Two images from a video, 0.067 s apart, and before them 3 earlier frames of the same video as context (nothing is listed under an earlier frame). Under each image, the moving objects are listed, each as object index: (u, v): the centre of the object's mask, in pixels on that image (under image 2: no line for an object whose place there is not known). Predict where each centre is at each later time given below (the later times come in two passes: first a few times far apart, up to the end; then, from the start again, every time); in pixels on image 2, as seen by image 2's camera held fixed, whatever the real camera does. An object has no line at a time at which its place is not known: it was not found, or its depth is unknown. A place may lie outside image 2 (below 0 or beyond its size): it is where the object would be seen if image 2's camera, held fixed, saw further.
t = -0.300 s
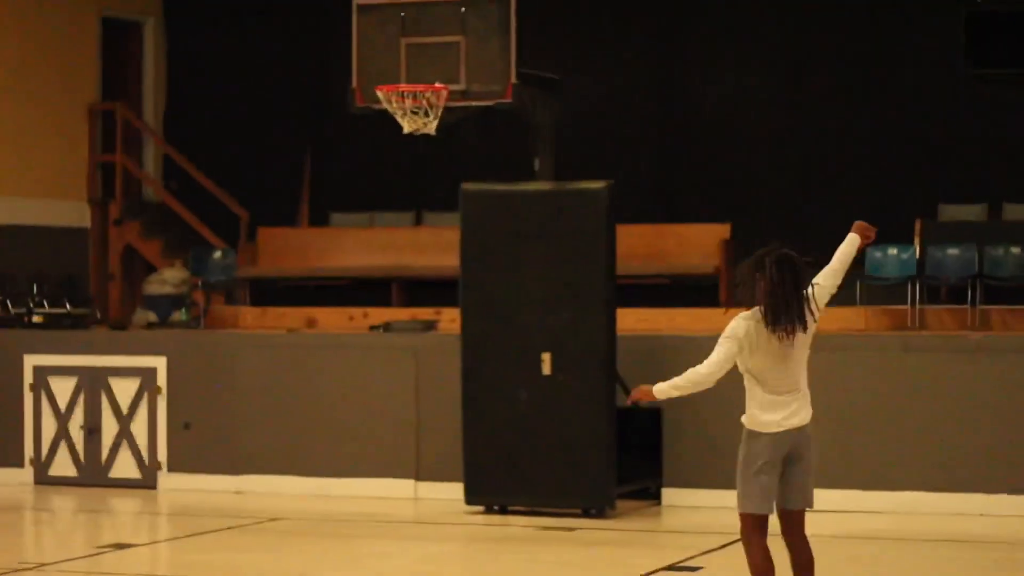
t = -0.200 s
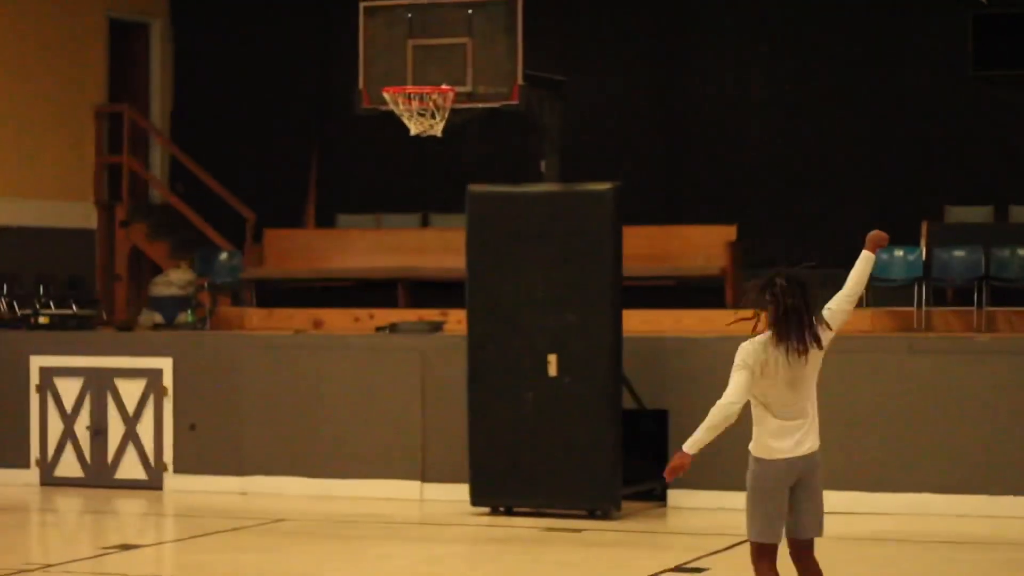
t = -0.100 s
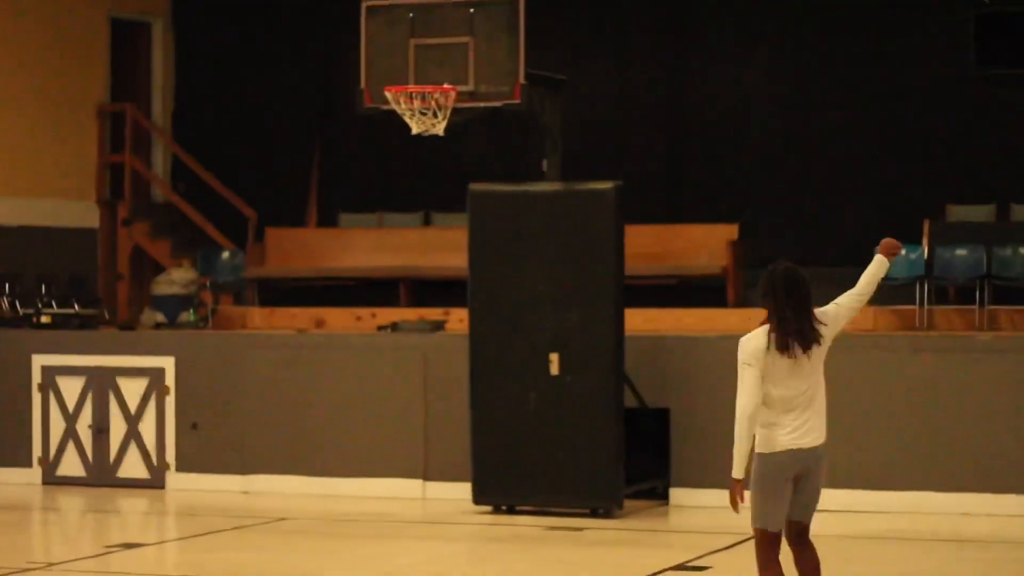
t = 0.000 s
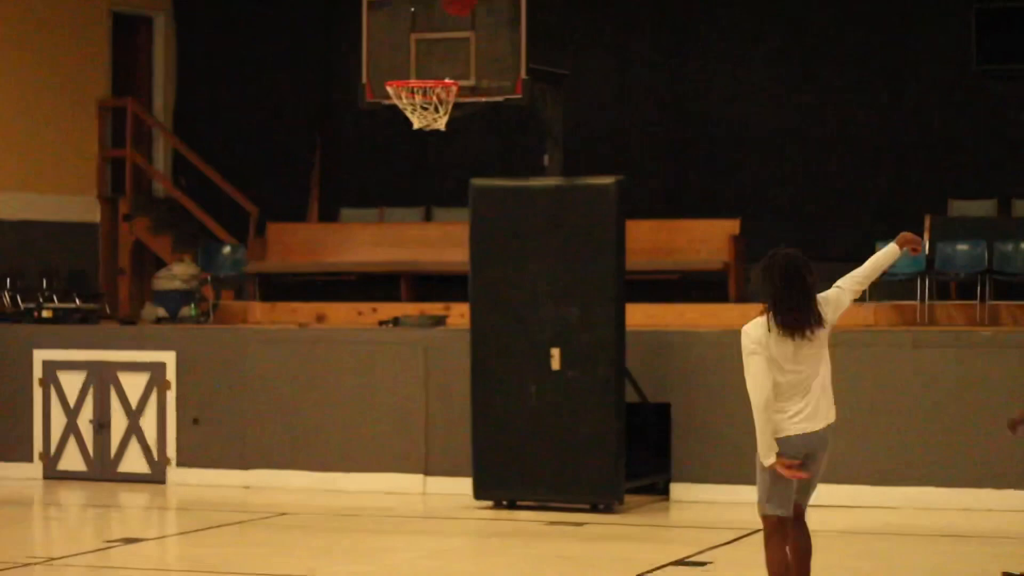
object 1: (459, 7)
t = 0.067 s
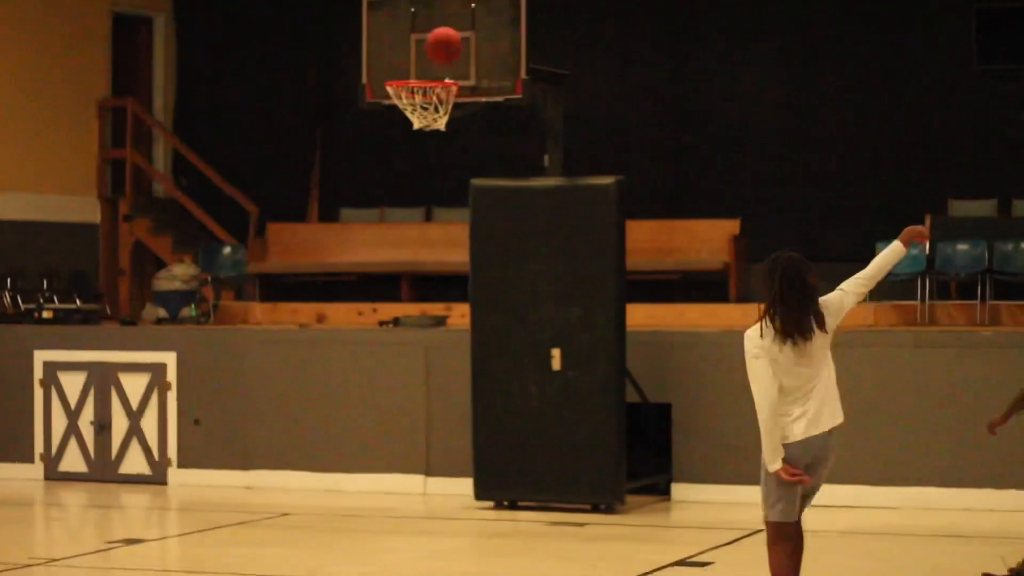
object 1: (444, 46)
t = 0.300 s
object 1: (418, 133)
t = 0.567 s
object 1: (413, 227)
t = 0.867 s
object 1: (410, 480)
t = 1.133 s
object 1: (429, 374)
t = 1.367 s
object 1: (446, 271)
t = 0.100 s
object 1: (437, 68)
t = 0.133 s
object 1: (432, 71)
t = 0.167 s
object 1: (427, 86)
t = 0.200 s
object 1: (426, 99)
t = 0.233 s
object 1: (422, 101)
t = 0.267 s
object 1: (419, 129)
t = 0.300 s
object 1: (418, 133)
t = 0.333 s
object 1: (416, 136)
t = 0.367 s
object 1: (414, 140)
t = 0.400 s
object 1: (414, 150)
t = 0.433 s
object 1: (414, 161)
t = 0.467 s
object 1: (413, 176)
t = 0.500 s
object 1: (413, 190)
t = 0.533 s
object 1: (413, 207)
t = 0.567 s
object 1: (413, 227)
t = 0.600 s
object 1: (412, 247)
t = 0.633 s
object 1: (412, 272)
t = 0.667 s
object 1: (411, 295)
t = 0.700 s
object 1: (412, 322)
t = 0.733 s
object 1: (411, 350)
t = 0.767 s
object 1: (411, 379)
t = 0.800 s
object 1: (410, 411)
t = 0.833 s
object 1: (411, 445)
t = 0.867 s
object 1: (410, 480)
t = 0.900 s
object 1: (410, 519)
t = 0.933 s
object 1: (412, 526)
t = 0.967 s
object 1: (418, 497)
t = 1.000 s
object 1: (422, 469)
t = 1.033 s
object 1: (419, 443)
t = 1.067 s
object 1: (422, 419)
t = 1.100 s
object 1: (426, 395)
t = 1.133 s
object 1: (429, 374)
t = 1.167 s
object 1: (433, 354)
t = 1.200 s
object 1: (435, 337)
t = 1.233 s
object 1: (439, 320)
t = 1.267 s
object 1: (439, 305)
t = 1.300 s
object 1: (442, 291)
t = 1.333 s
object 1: (442, 280)
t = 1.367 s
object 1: (446, 271)
